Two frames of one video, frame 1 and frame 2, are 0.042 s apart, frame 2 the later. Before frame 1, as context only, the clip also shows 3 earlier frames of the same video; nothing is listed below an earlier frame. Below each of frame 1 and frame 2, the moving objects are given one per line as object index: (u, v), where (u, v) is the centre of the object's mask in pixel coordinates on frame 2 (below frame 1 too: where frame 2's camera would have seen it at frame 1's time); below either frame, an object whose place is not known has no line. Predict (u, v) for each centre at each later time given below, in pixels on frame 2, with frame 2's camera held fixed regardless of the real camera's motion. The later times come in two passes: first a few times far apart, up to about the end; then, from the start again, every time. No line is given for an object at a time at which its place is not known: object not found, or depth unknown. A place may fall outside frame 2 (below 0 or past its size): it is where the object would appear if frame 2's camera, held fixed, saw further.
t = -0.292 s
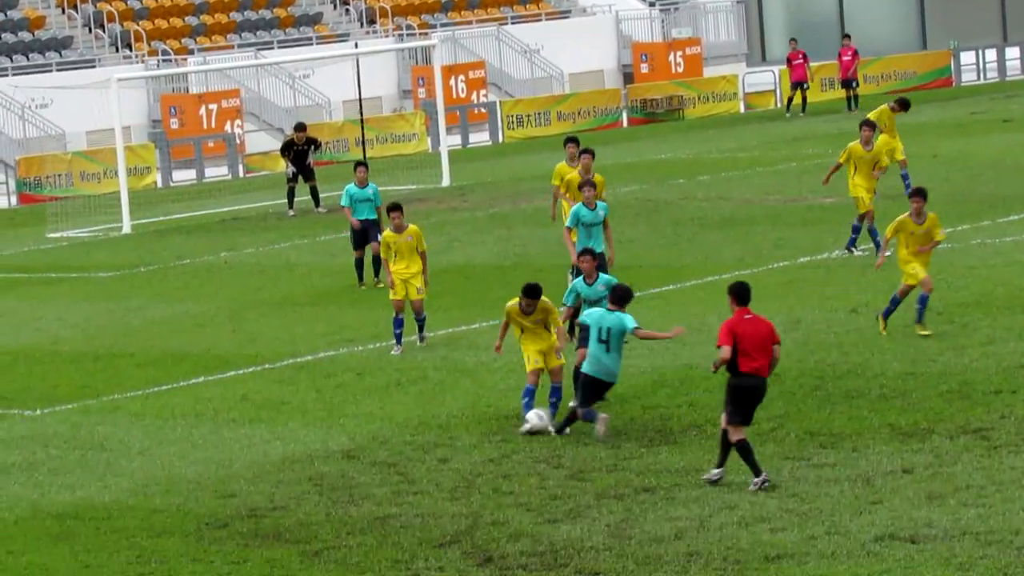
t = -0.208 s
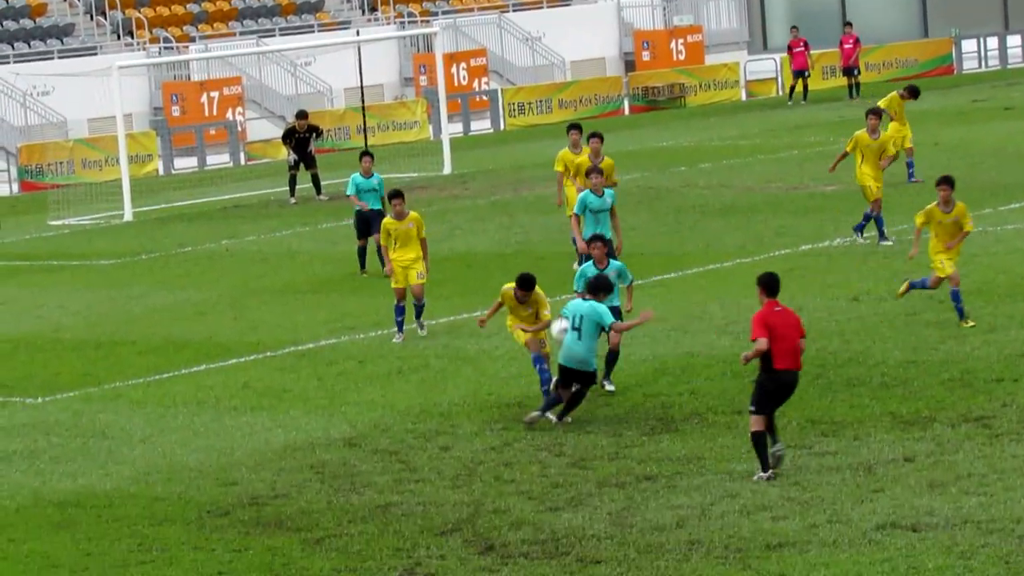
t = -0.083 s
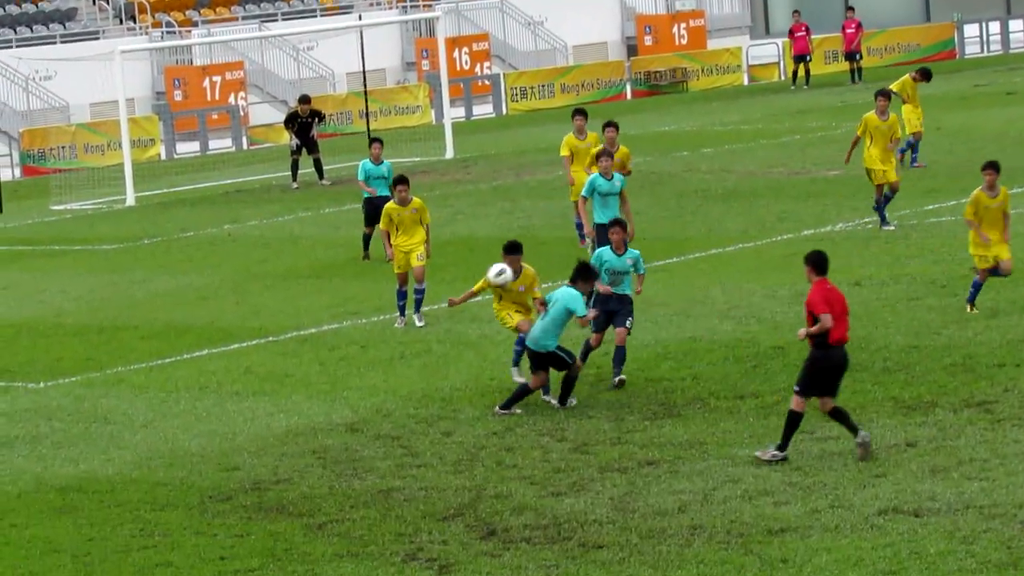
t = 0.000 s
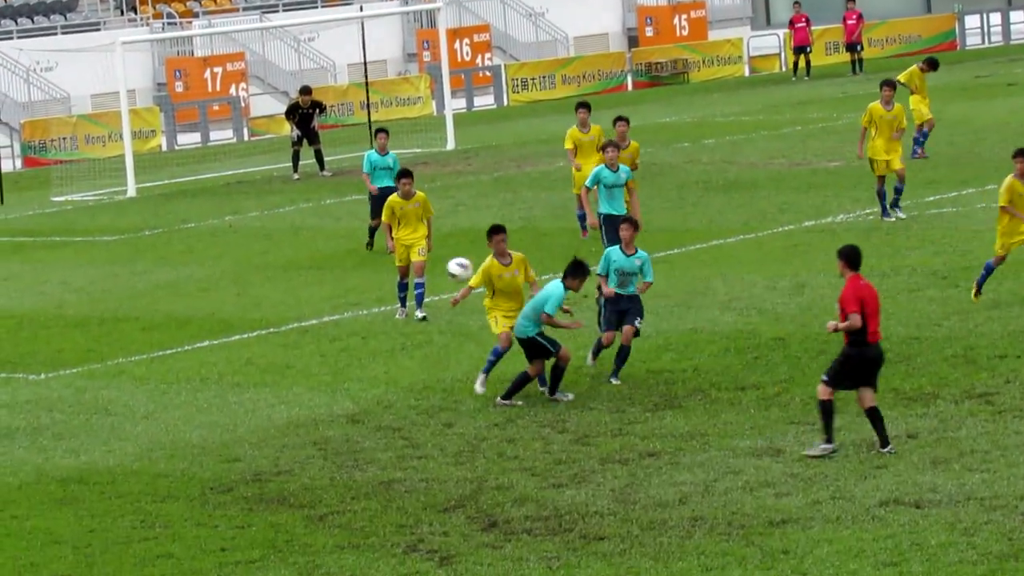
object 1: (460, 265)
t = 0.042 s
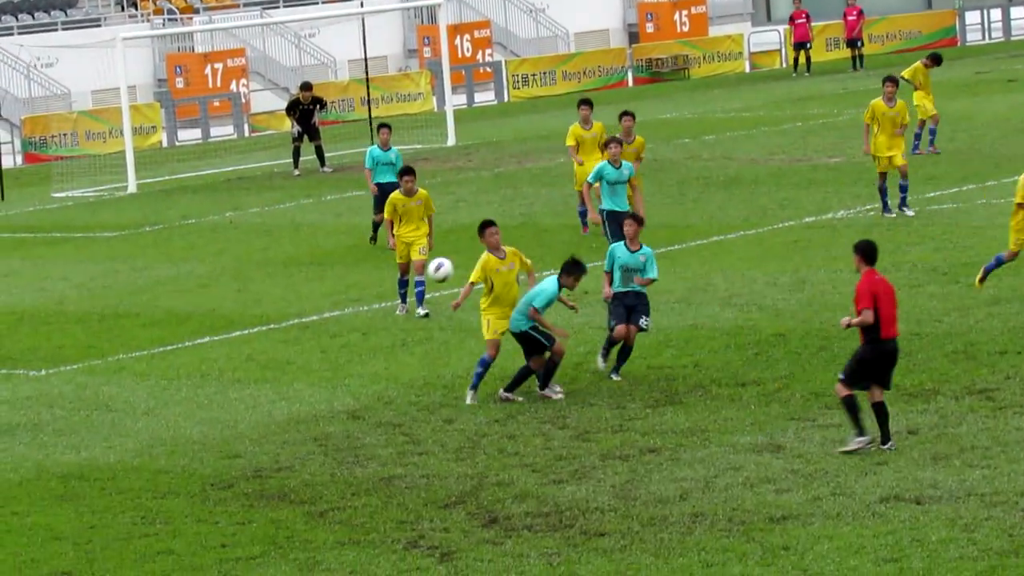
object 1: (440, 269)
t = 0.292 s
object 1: (320, 335)
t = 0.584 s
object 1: (199, 423)
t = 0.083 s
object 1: (421, 276)
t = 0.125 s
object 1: (400, 284)
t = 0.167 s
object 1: (380, 294)
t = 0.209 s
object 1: (361, 305)
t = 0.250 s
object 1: (340, 319)
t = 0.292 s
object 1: (320, 335)
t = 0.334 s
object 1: (301, 353)
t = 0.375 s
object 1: (281, 373)
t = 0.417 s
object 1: (261, 395)
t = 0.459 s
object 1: (242, 418)
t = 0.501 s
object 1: (222, 440)
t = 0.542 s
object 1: (210, 431)
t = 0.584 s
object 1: (199, 423)
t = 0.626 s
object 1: (187, 418)
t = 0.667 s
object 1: (175, 414)
